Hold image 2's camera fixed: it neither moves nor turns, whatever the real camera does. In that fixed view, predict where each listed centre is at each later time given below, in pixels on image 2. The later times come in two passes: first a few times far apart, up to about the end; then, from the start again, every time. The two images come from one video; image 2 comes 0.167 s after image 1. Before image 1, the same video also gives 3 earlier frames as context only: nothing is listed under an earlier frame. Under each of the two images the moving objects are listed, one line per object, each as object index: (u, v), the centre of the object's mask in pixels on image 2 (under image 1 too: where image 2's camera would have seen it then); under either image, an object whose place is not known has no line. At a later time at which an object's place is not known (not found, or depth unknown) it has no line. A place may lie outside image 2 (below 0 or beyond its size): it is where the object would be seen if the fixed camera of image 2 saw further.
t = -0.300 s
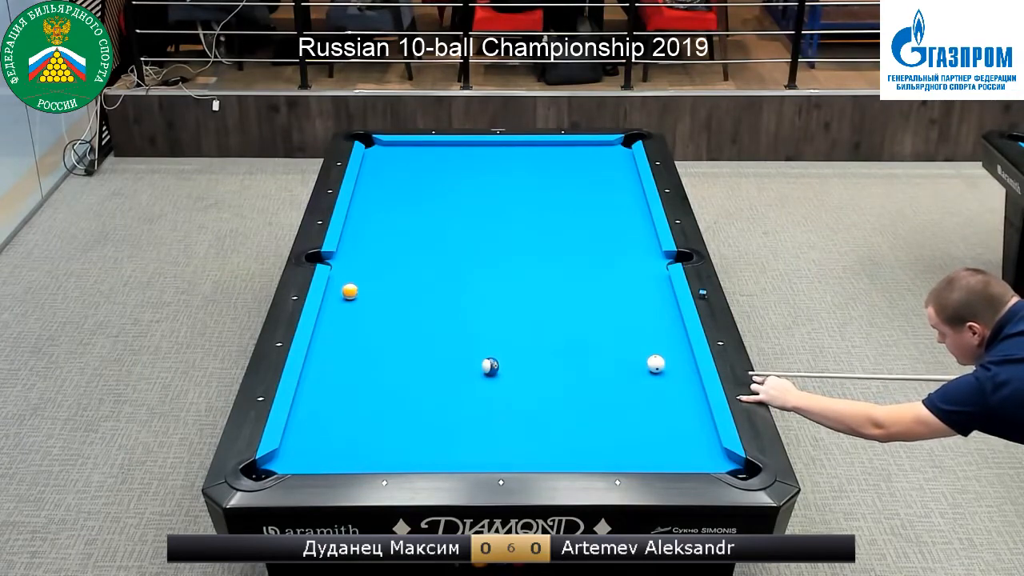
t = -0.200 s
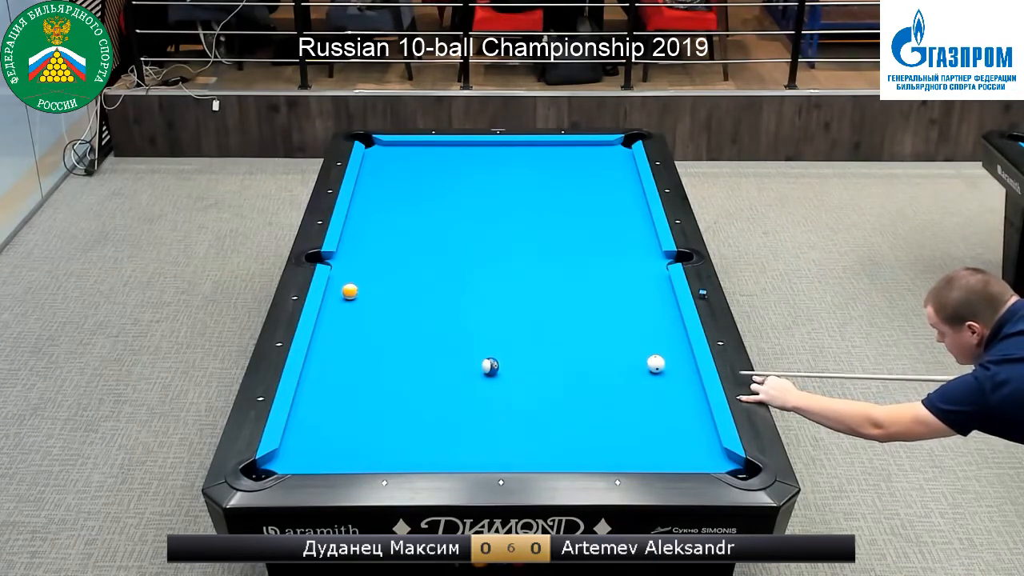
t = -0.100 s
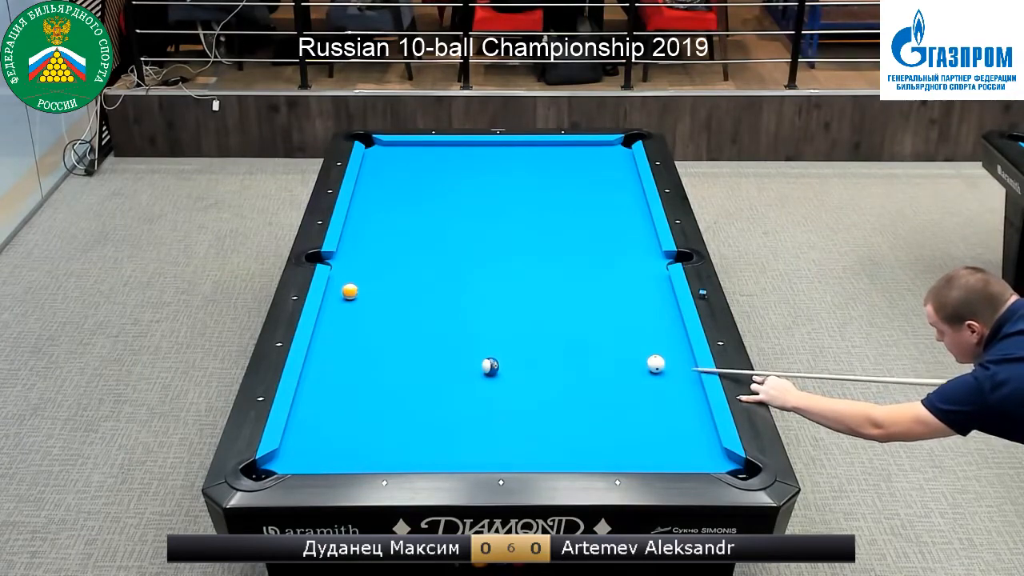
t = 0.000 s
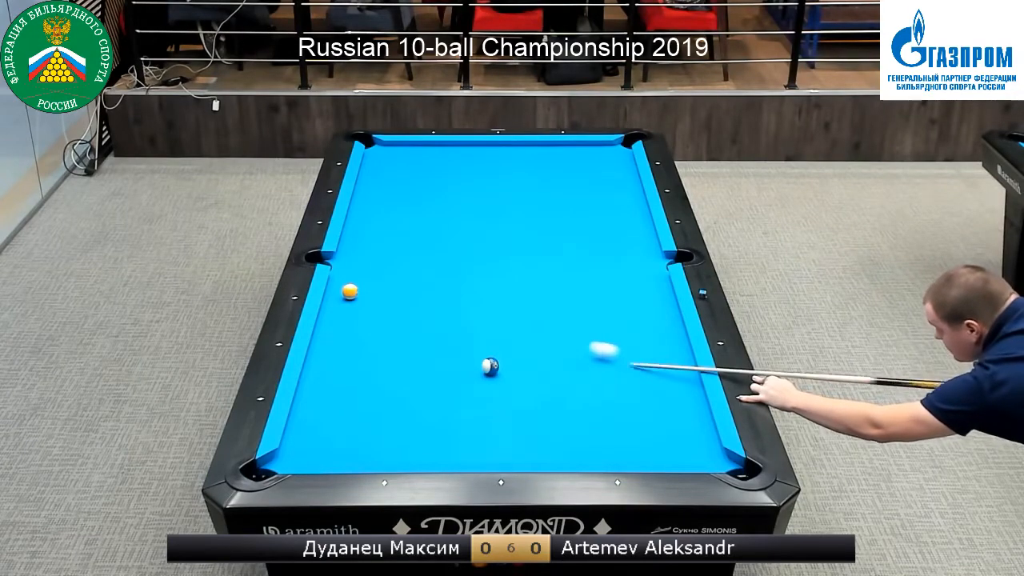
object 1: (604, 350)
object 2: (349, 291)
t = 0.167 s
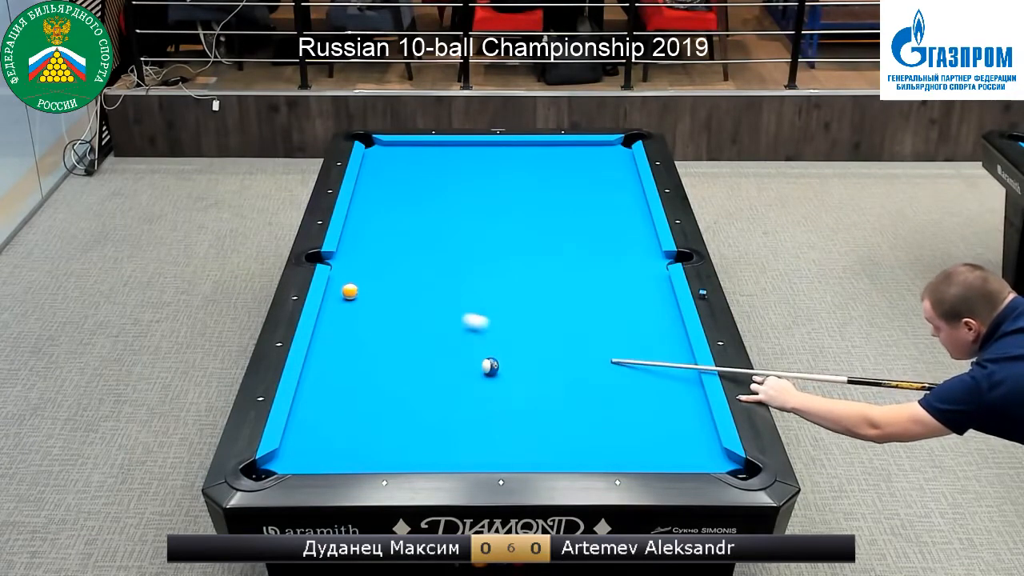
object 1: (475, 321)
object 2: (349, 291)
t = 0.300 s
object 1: (391, 302)
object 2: (349, 291)
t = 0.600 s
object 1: (329, 312)
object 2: (385, 262)
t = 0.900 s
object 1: (349, 333)
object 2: (445, 240)
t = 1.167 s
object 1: (367, 351)
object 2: (493, 221)
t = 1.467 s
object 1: (386, 373)
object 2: (542, 204)
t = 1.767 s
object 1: (406, 394)
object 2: (587, 188)
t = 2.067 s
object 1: (427, 416)
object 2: (627, 173)
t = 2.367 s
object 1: (447, 437)
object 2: (610, 164)
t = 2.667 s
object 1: (466, 455)
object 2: (589, 157)
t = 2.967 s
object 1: (483, 448)
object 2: (570, 150)
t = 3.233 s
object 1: (496, 439)
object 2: (555, 144)
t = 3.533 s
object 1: (508, 430)
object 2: (546, 147)
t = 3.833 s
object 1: (519, 422)
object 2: (537, 150)
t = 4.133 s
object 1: (528, 416)
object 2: (530, 152)
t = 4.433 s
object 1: (535, 411)
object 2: (523, 154)
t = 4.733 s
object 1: (541, 407)
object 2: (518, 157)
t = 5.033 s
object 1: (545, 404)
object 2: (515, 158)
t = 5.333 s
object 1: (548, 403)
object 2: (512, 159)
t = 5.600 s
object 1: (549, 402)
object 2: (510, 160)
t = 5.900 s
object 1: (549, 402)
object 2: (509, 160)
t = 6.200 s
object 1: (549, 402)
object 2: (509, 160)
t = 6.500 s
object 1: (549, 402)
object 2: (509, 160)
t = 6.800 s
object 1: (548, 402)
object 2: (509, 160)
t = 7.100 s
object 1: (548, 403)
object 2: (509, 160)
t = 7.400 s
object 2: (509, 160)
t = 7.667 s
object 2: (509, 160)
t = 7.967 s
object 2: (509, 160)
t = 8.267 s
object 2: (509, 160)
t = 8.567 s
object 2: (509, 160)
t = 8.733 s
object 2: (509, 160)
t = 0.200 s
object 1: (453, 316)
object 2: (349, 291)
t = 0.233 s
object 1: (431, 311)
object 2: (349, 291)
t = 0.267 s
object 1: (411, 306)
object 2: (349, 291)
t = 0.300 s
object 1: (391, 302)
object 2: (349, 291)
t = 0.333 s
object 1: (372, 298)
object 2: (349, 291)
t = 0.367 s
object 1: (358, 297)
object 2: (345, 288)
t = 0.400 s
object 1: (352, 300)
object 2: (335, 283)
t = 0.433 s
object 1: (346, 302)
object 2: (341, 279)
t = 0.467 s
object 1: (341, 304)
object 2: (351, 275)
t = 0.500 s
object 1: (335, 306)
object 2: (360, 271)
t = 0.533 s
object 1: (330, 308)
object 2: (369, 268)
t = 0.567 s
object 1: (327, 310)
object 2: (377, 265)
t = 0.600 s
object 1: (329, 312)
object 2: (385, 262)
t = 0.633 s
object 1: (332, 314)
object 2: (392, 259)
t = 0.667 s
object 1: (334, 317)
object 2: (399, 257)
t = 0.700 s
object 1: (336, 319)
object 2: (406, 254)
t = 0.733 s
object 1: (338, 321)
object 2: (412, 252)
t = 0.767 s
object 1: (341, 323)
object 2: (419, 249)
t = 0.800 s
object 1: (343, 326)
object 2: (426, 247)
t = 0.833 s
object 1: (345, 328)
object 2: (432, 244)
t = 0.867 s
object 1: (347, 330)
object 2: (438, 242)
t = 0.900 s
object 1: (349, 333)
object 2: (445, 240)
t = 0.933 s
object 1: (351, 335)
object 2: (451, 238)
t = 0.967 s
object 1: (353, 338)
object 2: (457, 235)
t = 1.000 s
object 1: (356, 340)
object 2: (463, 233)
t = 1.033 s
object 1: (358, 342)
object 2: (469, 231)
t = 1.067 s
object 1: (360, 344)
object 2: (475, 229)
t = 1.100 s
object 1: (362, 347)
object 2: (481, 226)
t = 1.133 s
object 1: (365, 349)
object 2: (487, 224)
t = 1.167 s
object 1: (367, 351)
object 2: (493, 221)
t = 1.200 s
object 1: (369, 353)
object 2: (499, 219)
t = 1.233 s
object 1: (371, 356)
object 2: (504, 217)
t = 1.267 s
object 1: (373, 358)
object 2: (510, 215)
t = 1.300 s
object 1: (376, 361)
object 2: (515, 214)
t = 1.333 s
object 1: (378, 363)
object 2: (521, 212)
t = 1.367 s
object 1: (380, 366)
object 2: (526, 210)
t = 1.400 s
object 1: (382, 368)
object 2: (531, 208)
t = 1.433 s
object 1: (384, 370)
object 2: (537, 206)
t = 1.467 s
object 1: (386, 373)
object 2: (542, 204)
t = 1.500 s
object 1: (389, 375)
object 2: (547, 203)
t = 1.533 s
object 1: (391, 378)
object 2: (552, 201)
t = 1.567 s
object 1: (393, 380)
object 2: (557, 199)
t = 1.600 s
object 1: (396, 382)
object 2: (562, 197)
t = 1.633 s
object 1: (398, 385)
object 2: (567, 195)
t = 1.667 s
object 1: (400, 387)
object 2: (572, 193)
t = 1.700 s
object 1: (402, 389)
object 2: (577, 192)
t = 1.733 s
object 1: (404, 392)
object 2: (582, 190)
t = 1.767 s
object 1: (406, 394)
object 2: (587, 188)
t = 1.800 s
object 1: (409, 397)
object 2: (591, 187)
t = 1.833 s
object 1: (411, 399)
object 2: (596, 185)
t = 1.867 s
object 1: (413, 401)
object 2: (601, 183)
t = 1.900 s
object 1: (415, 404)
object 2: (606, 181)
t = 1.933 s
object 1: (417, 406)
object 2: (610, 180)
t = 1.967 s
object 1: (420, 408)
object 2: (615, 178)
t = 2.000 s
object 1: (422, 411)
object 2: (619, 176)
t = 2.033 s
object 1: (424, 413)
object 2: (624, 175)
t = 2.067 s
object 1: (427, 416)
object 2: (627, 173)
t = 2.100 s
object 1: (429, 418)
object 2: (632, 172)
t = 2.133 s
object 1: (431, 420)
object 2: (629, 171)
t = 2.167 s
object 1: (433, 423)
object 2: (626, 170)
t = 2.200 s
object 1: (435, 425)
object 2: (622, 169)
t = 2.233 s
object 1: (437, 427)
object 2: (620, 168)
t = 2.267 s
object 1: (440, 430)
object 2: (617, 167)
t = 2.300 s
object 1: (442, 432)
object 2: (614, 166)
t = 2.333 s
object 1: (444, 435)
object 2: (612, 165)
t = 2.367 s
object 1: (447, 437)
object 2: (610, 164)
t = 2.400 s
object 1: (449, 440)
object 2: (607, 164)
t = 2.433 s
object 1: (451, 442)
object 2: (605, 163)
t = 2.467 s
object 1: (453, 444)
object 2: (602, 162)
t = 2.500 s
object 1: (455, 447)
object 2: (600, 161)
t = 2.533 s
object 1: (457, 449)
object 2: (598, 160)
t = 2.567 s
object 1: (460, 451)
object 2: (596, 159)
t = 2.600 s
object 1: (462, 452)
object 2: (594, 159)
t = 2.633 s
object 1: (464, 454)
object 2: (592, 158)
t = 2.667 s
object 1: (466, 455)
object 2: (589, 157)
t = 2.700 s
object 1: (469, 456)
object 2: (587, 156)
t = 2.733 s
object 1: (470, 455)
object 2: (585, 155)
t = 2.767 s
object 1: (472, 454)
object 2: (583, 154)
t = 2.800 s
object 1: (474, 453)
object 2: (581, 154)
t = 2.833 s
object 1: (476, 453)
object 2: (578, 153)
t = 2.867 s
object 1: (478, 452)
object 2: (576, 152)
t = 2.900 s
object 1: (480, 450)
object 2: (574, 151)
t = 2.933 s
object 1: (481, 450)
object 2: (572, 150)
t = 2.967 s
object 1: (483, 448)
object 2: (570, 150)
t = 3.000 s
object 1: (485, 447)
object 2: (569, 149)
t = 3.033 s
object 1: (486, 446)
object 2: (567, 148)
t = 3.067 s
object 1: (488, 445)
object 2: (565, 148)
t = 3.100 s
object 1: (489, 444)
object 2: (563, 147)
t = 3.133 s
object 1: (491, 442)
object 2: (561, 146)
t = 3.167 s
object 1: (493, 441)
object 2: (559, 146)
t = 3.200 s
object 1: (494, 440)
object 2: (557, 145)
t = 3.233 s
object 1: (496, 439)
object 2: (555, 144)
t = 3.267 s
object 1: (497, 438)
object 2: (554, 144)
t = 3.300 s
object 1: (499, 437)
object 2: (553, 144)
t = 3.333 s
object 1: (500, 436)
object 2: (552, 145)
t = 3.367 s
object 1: (501, 435)
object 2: (551, 145)
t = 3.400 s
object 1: (503, 434)
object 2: (550, 145)
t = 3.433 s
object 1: (504, 433)
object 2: (549, 146)
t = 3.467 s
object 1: (505, 432)
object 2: (548, 146)
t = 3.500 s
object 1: (507, 431)
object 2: (547, 147)
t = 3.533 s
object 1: (508, 430)
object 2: (546, 147)
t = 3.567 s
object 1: (509, 429)
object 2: (545, 147)
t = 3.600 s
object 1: (511, 428)
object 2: (544, 148)
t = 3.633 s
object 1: (512, 427)
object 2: (543, 148)
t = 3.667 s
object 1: (513, 426)
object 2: (542, 148)
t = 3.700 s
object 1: (514, 425)
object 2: (541, 149)
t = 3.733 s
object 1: (515, 425)
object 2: (540, 149)
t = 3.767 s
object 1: (517, 424)
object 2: (539, 149)
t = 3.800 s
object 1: (518, 423)
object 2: (538, 149)
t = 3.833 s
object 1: (519, 422)
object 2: (537, 150)
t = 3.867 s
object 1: (520, 422)
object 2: (536, 150)
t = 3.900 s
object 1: (521, 421)
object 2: (535, 150)
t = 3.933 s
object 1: (522, 420)
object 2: (535, 151)
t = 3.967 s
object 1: (523, 419)
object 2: (534, 151)
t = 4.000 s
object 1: (524, 419)
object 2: (533, 151)
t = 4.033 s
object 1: (525, 418)
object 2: (532, 152)
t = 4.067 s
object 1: (526, 417)
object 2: (531, 152)
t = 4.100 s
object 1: (527, 416)
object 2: (530, 152)
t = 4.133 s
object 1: (528, 416)
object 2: (530, 152)
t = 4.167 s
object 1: (529, 415)
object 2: (529, 153)
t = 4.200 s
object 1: (530, 415)
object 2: (528, 153)
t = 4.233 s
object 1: (531, 414)
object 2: (527, 153)
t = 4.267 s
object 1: (532, 413)
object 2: (527, 153)
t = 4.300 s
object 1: (532, 413)
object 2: (526, 153)
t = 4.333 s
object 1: (533, 412)
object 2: (525, 154)
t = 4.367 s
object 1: (534, 412)
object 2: (525, 154)
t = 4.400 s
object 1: (535, 411)
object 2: (524, 154)
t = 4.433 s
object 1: (535, 411)
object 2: (523, 154)
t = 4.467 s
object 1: (536, 410)
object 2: (523, 155)
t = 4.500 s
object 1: (537, 410)
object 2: (522, 155)
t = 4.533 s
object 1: (538, 408)
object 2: (522, 154)
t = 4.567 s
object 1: (539, 408)
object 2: (522, 154)
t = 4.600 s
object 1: (539, 408)
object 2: (521, 154)
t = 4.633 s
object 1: (540, 408)
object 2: (520, 155)
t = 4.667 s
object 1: (540, 408)
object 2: (519, 156)
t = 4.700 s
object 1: (541, 407)
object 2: (519, 156)
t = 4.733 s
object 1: (541, 407)
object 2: (518, 157)
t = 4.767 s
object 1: (542, 407)
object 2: (518, 157)
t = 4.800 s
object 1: (543, 406)
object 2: (517, 157)
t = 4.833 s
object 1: (543, 406)
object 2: (517, 157)
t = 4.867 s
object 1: (543, 405)
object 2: (517, 157)
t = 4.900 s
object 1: (544, 405)
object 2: (516, 158)
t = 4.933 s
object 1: (544, 405)
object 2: (516, 158)
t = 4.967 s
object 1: (545, 405)
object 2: (516, 158)
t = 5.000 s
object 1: (545, 405)
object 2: (515, 158)
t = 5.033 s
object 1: (545, 404)
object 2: (515, 158)
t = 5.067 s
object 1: (546, 404)
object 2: (514, 158)
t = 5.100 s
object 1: (546, 404)
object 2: (514, 159)
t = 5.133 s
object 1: (547, 404)
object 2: (514, 159)
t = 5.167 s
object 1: (547, 404)
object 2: (513, 159)
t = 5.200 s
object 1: (547, 403)
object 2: (513, 159)
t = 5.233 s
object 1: (547, 403)
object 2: (513, 159)
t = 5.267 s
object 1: (548, 403)
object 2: (512, 159)
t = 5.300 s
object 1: (548, 403)
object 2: (512, 159)
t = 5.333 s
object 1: (548, 403)
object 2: (512, 159)
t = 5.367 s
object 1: (548, 403)
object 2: (511, 159)
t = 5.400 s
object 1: (548, 403)
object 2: (511, 159)
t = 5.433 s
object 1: (549, 402)
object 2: (511, 159)
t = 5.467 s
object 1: (549, 402)
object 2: (511, 159)
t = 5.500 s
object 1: (549, 402)
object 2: (511, 160)
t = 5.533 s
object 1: (549, 402)
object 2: (511, 160)
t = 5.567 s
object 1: (549, 402)
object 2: (510, 160)
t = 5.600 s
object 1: (549, 402)
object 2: (510, 160)
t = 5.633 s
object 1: (549, 402)
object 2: (510, 160)
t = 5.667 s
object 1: (549, 402)
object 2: (510, 160)
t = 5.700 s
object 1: (549, 402)
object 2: (510, 160)
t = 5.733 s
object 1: (549, 402)
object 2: (510, 160)
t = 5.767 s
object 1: (549, 402)
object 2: (510, 160)
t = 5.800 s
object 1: (549, 402)
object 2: (509, 160)
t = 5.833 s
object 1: (549, 402)
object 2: (509, 160)
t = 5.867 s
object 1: (549, 402)
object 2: (509, 160)
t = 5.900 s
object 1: (549, 402)
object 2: (509, 160)
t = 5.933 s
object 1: (549, 402)
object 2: (509, 160)
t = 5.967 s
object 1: (549, 402)
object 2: (509, 160)
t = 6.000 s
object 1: (549, 402)
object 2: (509, 160)
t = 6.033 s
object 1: (549, 402)
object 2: (509, 160)
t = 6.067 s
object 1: (549, 402)
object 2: (509, 160)
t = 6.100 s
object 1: (549, 402)
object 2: (509, 160)
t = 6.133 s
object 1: (549, 402)
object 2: (509, 160)
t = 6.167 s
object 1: (548, 402)
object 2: (509, 160)
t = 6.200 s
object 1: (549, 402)
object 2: (509, 160)
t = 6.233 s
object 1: (549, 402)
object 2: (509, 160)
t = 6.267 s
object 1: (549, 402)
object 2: (509, 160)
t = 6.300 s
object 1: (549, 403)
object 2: (509, 160)
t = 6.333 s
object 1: (548, 402)
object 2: (509, 160)
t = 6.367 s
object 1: (548, 402)
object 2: (509, 160)
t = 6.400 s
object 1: (548, 402)
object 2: (509, 160)
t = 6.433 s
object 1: (549, 402)
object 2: (509, 160)
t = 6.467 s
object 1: (548, 402)
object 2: (509, 160)
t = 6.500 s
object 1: (549, 402)
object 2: (509, 160)
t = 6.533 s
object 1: (549, 402)
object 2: (509, 160)
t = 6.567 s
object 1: (549, 402)
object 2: (509, 160)
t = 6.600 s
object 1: (549, 402)
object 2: (509, 160)
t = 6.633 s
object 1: (548, 402)
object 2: (509, 160)
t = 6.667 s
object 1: (549, 402)
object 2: (509, 160)
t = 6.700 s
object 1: (549, 402)
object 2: (509, 160)
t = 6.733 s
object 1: (549, 402)
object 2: (509, 160)
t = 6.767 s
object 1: (549, 402)
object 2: (509, 160)
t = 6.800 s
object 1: (548, 402)
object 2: (509, 160)
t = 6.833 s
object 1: (548, 403)
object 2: (509, 160)
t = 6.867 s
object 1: (549, 403)
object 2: (509, 160)
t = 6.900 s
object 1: (548, 403)
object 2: (509, 160)
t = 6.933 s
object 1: (548, 402)
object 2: (509, 160)
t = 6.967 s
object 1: (548, 402)
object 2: (509, 160)
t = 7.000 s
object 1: (548, 403)
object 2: (509, 160)
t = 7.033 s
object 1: (548, 403)
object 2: (509, 160)
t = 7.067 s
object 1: (548, 403)
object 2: (509, 160)
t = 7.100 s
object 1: (548, 403)
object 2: (509, 160)
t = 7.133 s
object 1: (548, 403)
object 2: (509, 160)
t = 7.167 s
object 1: (548, 403)
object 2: (509, 160)
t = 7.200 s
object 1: (548, 403)
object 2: (509, 160)
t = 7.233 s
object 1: (548, 403)
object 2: (509, 160)
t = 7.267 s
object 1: (548, 403)
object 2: (509, 160)
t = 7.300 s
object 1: (547, 402)
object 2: (509, 160)
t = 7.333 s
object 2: (509, 160)
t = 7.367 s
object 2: (509, 160)
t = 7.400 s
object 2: (509, 160)
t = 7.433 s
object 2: (509, 160)
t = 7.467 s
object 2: (509, 160)
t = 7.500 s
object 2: (509, 160)
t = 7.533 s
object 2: (509, 160)
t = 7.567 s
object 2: (509, 160)
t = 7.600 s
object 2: (509, 160)
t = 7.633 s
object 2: (509, 160)
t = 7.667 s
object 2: (509, 160)
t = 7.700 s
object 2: (509, 160)
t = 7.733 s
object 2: (509, 160)
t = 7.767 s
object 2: (509, 160)
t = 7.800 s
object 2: (509, 160)
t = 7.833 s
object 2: (509, 160)
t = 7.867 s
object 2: (509, 160)
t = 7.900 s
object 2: (509, 160)
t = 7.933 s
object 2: (509, 160)
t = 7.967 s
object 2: (509, 160)
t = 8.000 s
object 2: (509, 160)
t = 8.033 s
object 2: (509, 160)
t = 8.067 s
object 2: (509, 160)
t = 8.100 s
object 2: (509, 160)
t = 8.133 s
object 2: (509, 160)
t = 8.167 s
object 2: (509, 160)
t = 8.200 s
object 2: (509, 160)
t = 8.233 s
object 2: (509, 160)
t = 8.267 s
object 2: (509, 160)
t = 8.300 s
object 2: (509, 160)
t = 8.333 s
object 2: (509, 160)
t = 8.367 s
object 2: (509, 160)
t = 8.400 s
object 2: (509, 160)
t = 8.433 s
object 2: (509, 160)
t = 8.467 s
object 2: (509, 160)
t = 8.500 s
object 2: (509, 160)
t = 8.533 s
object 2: (509, 160)
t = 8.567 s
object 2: (509, 160)
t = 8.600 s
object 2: (509, 160)
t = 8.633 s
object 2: (509, 160)
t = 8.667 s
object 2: (509, 160)
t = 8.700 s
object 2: (509, 160)
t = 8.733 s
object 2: (509, 160)
